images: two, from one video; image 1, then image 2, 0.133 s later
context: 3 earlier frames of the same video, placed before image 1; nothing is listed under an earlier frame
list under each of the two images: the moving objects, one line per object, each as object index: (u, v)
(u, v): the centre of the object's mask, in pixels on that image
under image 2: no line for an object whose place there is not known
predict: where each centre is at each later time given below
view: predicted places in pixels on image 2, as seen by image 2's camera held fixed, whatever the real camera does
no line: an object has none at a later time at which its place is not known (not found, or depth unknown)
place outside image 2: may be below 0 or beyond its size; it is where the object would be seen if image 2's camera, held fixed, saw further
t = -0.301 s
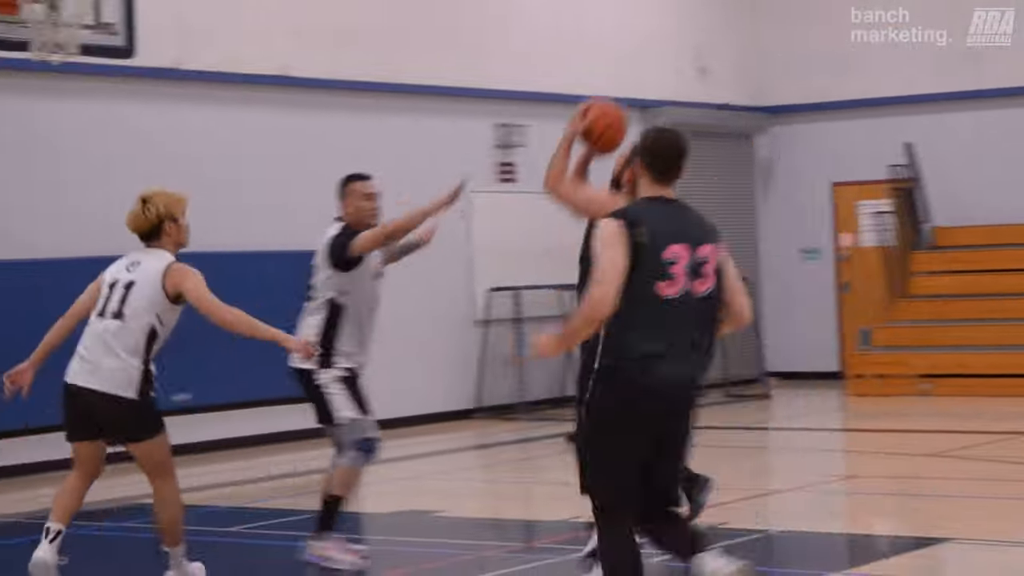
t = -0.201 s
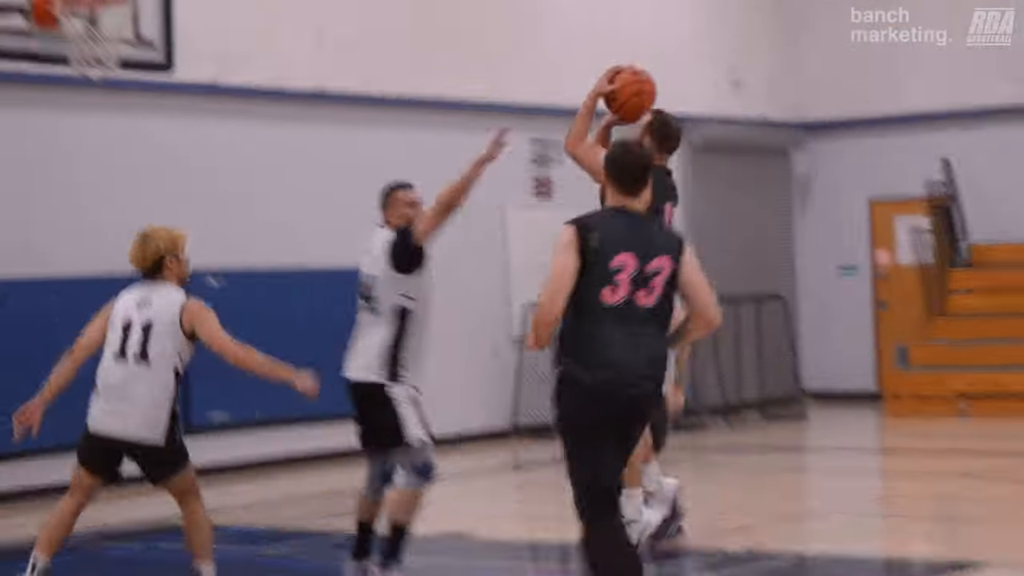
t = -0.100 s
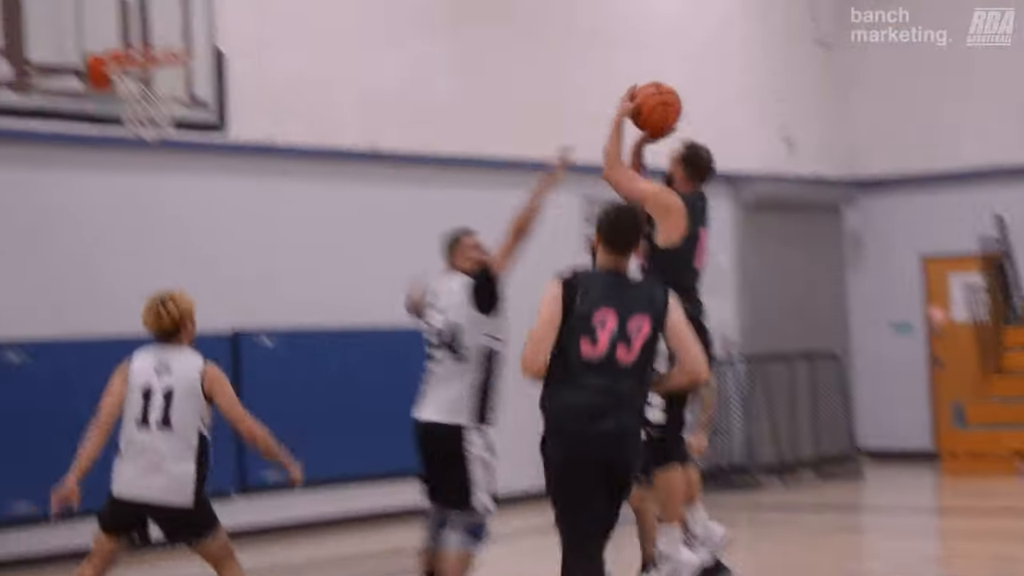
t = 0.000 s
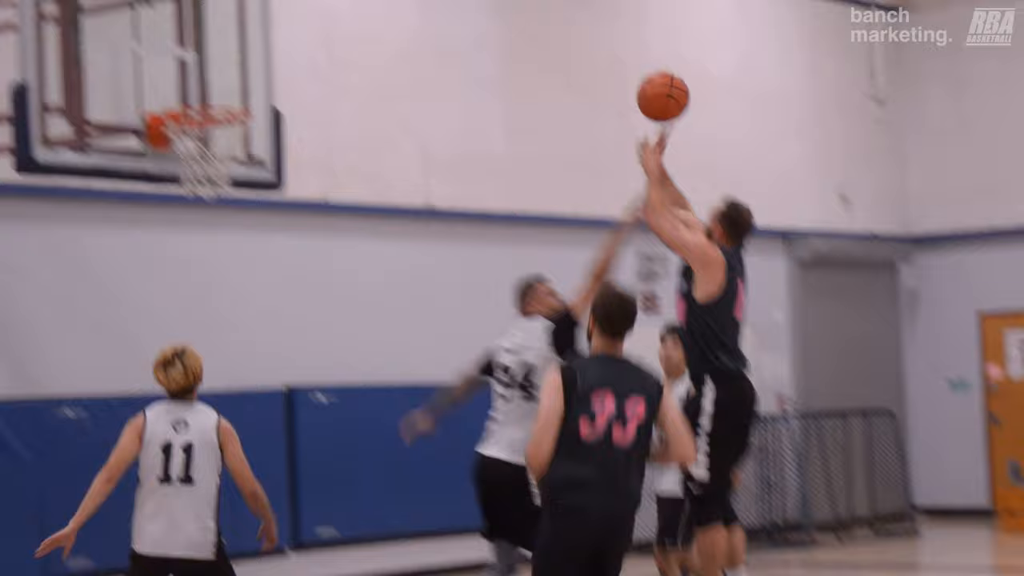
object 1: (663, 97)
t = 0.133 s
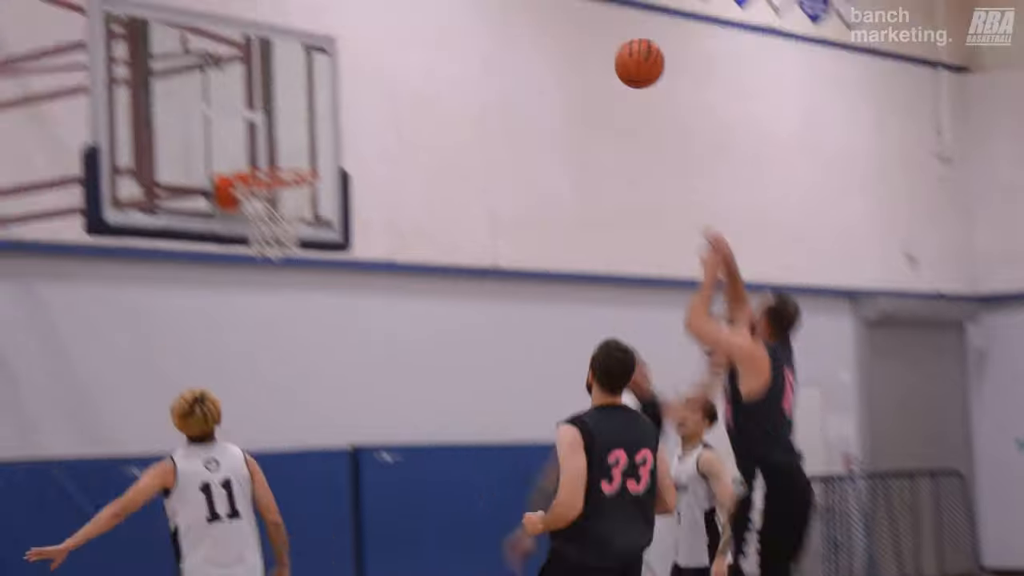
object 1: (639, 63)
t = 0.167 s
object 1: (618, 46)
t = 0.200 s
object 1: (598, 32)
